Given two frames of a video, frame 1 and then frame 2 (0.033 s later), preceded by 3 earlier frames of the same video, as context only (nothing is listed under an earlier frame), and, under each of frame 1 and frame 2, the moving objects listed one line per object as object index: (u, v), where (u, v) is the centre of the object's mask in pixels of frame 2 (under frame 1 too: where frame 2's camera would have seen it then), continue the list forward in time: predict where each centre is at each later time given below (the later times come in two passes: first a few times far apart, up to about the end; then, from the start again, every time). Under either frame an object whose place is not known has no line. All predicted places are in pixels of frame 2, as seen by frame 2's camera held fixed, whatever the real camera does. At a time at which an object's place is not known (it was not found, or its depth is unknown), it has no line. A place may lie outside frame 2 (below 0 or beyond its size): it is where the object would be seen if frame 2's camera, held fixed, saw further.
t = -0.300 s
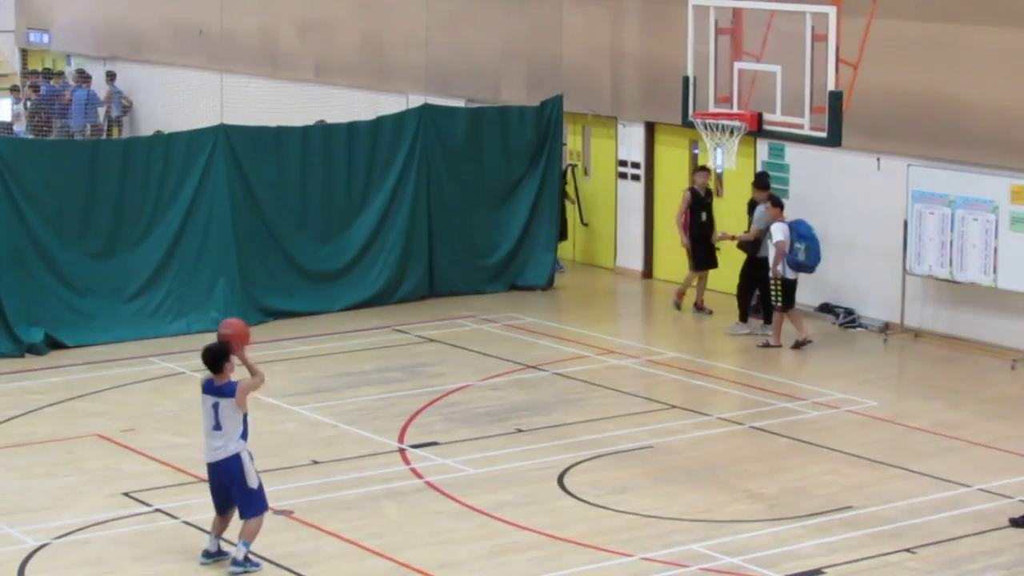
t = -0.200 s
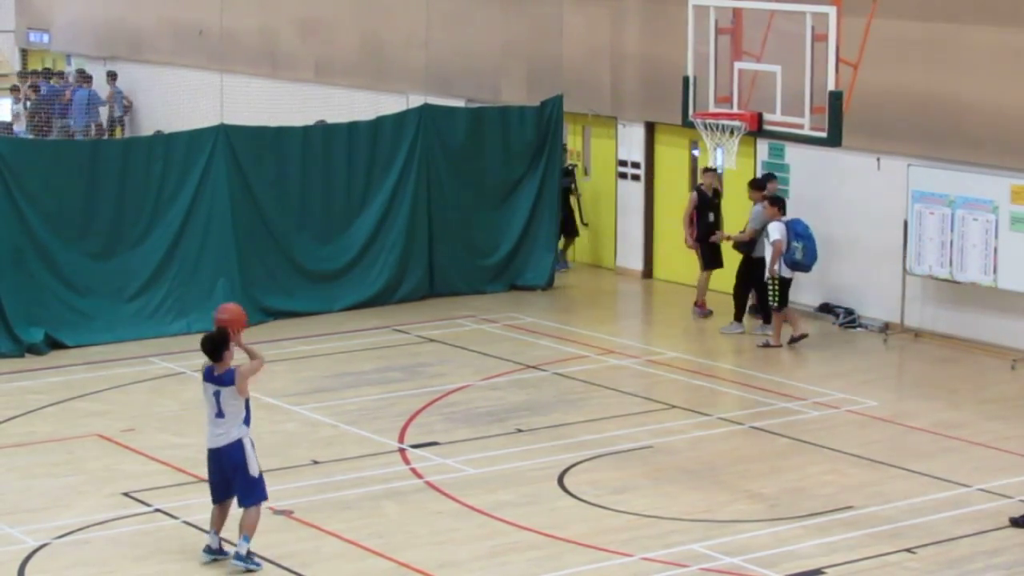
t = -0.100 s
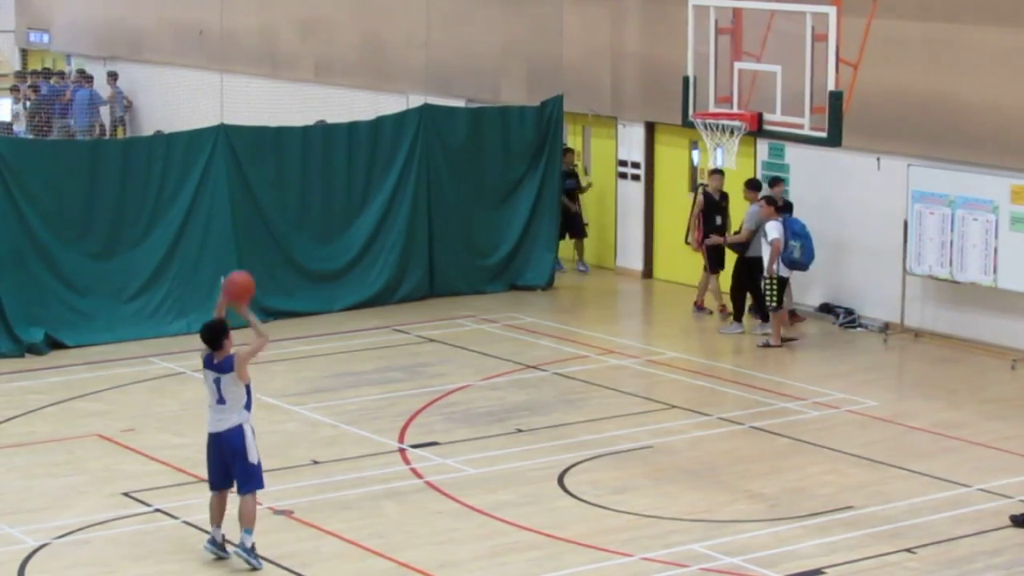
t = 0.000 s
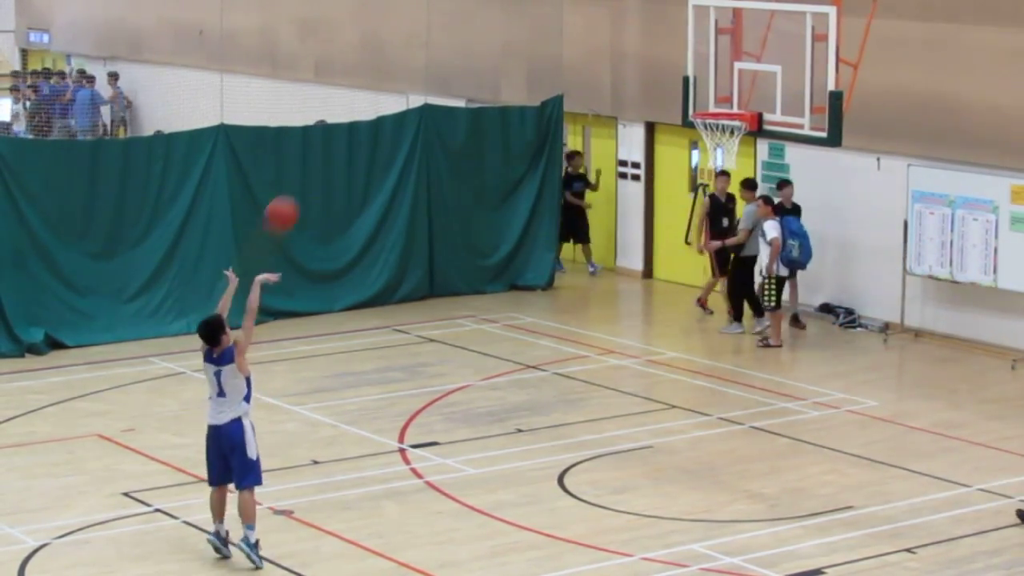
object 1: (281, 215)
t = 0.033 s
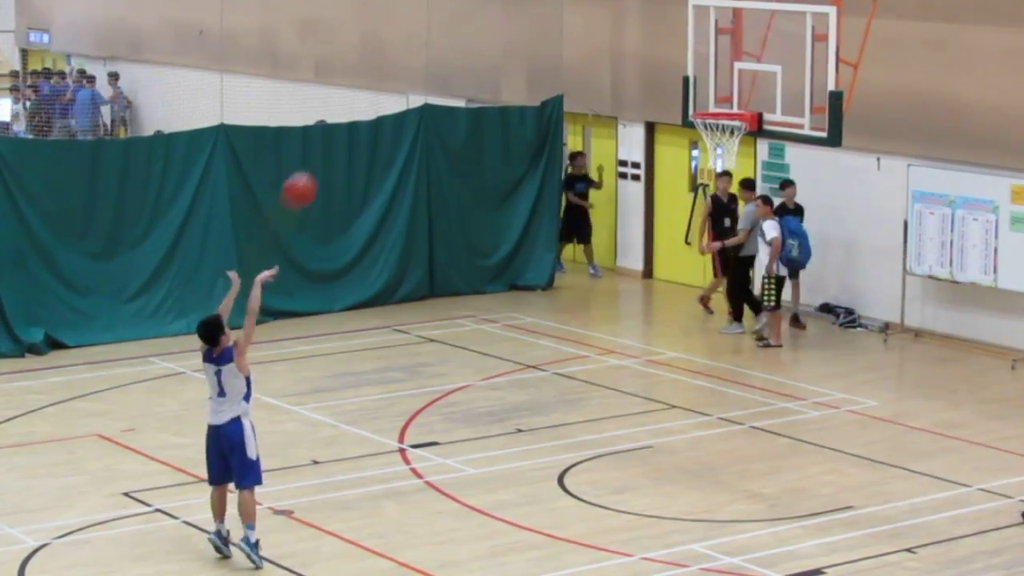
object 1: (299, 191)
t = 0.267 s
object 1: (419, 67)
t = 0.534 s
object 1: (548, 15)
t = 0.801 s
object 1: (668, 52)
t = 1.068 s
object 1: (714, 130)
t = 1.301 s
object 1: (686, 155)
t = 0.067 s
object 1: (316, 168)
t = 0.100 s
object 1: (334, 147)
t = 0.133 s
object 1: (351, 130)
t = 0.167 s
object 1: (368, 111)
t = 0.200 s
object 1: (386, 94)
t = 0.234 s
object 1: (402, 80)
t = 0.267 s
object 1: (419, 67)
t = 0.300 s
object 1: (436, 56)
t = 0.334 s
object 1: (452, 46)
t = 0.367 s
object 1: (468, 37)
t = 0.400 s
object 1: (485, 30)
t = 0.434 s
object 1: (500, 25)
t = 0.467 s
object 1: (516, 20)
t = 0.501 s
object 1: (532, 17)
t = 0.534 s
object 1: (548, 15)
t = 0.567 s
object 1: (564, 15)
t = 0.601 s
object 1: (579, 17)
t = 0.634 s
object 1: (594, 19)
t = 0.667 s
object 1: (610, 23)
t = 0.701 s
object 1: (624, 28)
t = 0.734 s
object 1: (639, 35)
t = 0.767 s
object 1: (654, 43)
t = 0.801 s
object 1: (668, 52)
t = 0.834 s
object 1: (682, 63)
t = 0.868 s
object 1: (696, 75)
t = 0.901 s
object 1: (710, 88)
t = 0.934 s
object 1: (725, 102)
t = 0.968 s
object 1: (731, 107)
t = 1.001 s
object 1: (729, 110)
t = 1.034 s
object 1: (722, 124)
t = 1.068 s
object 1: (714, 130)
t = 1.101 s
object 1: (703, 138)
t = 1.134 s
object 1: (697, 141)
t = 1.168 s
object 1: (695, 147)
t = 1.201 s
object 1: (692, 148)
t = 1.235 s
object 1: (689, 149)
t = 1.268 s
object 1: (687, 151)
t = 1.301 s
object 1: (686, 155)
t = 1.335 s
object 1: (685, 160)
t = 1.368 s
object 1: (683, 168)
